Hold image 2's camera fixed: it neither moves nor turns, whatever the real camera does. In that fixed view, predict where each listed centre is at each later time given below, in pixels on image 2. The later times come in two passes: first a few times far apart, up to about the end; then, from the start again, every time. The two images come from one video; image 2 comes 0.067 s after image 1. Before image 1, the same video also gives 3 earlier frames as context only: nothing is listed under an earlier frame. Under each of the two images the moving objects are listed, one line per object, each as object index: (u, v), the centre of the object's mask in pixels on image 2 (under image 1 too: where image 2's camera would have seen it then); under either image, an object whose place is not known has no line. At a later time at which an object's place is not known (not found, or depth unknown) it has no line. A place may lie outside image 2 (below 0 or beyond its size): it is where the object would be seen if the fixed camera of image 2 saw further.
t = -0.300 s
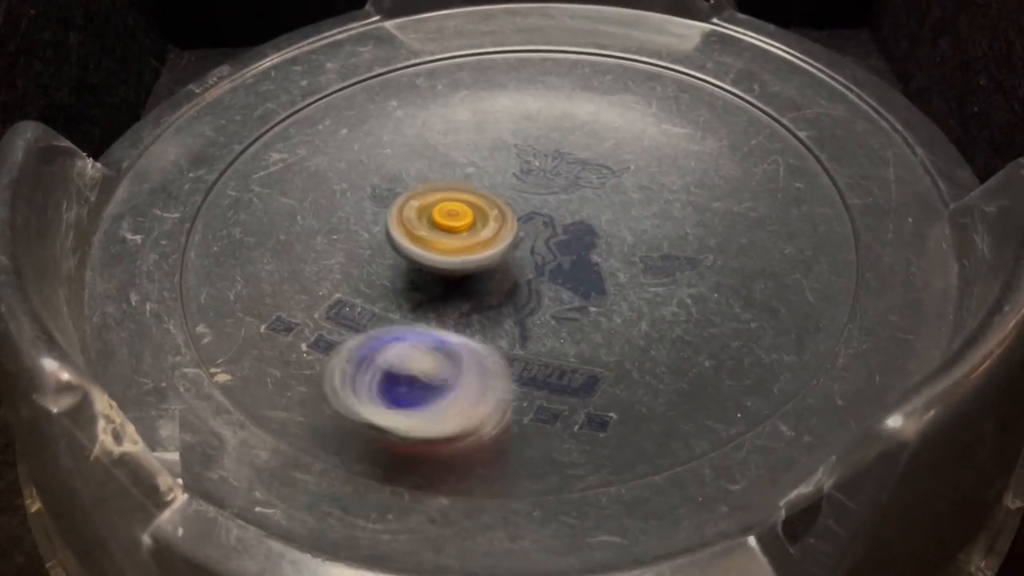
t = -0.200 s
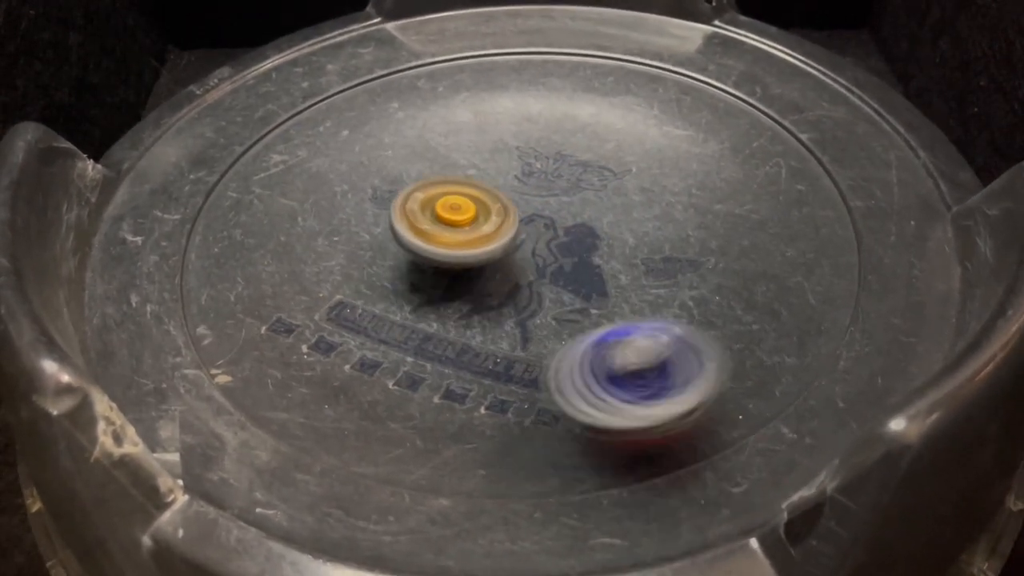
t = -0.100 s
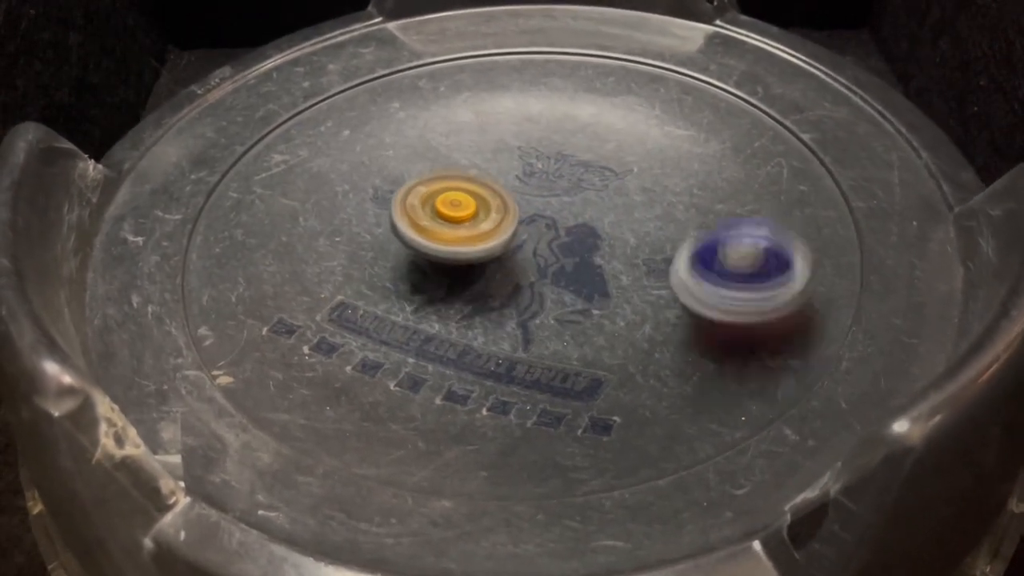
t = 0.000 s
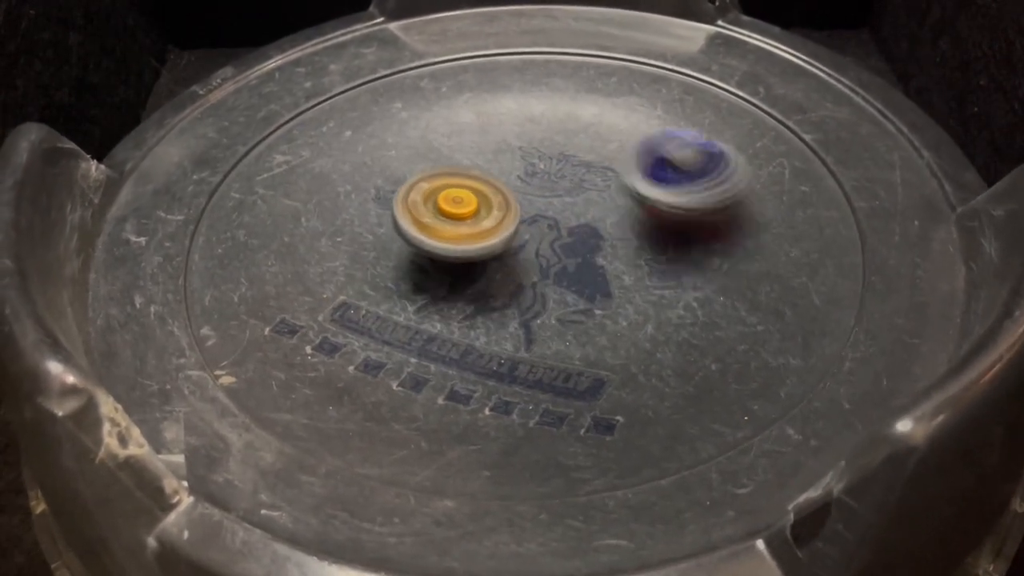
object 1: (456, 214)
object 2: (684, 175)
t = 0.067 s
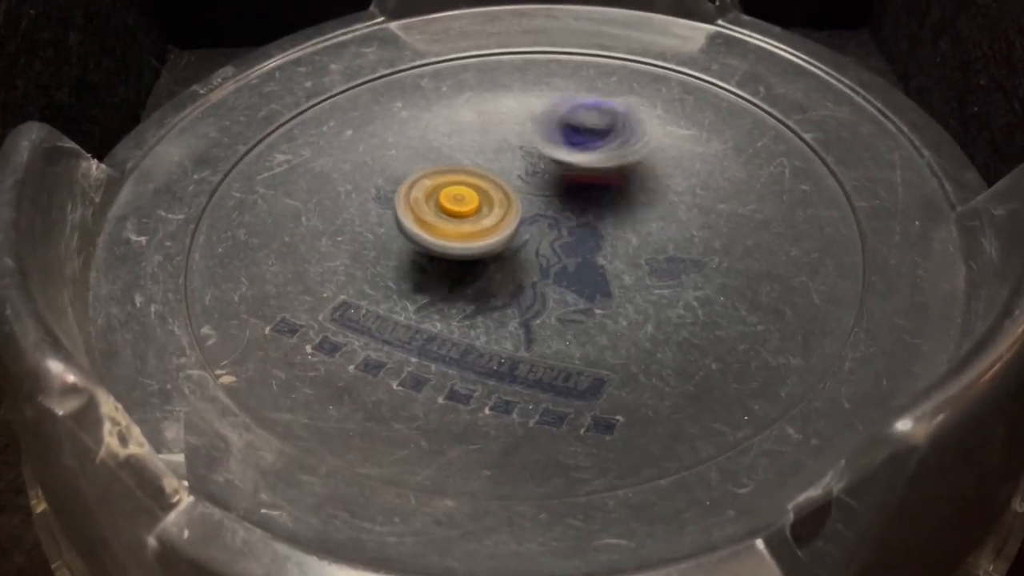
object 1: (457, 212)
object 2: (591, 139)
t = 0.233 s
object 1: (475, 225)
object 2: (333, 166)
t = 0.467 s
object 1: (509, 221)
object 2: (443, 362)
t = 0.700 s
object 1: (490, 179)
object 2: (658, 194)
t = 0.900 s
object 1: (421, 178)
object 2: (501, 119)
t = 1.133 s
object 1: (377, 307)
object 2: (448, 185)
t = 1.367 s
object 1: (492, 315)
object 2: (598, 200)
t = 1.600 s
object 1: (558, 284)
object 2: (582, 131)
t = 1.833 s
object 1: (595, 260)
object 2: (472, 222)
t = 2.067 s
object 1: (700, 242)
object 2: (504, 305)
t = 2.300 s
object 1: (697, 200)
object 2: (574, 278)
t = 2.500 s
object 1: (645, 187)
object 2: (486, 225)
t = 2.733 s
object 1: (589, 193)
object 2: (400, 274)
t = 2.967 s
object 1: (568, 184)
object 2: (521, 290)
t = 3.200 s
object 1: (558, 77)
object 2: (525, 284)
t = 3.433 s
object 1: (476, 90)
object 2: (512, 265)
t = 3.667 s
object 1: (436, 147)
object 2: (471, 253)
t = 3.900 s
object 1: (443, 19)
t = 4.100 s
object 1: (479, 119)
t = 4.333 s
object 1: (322, 160)
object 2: (705, 223)
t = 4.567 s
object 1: (244, 174)
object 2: (603, 178)
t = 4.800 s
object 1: (333, 249)
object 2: (480, 256)
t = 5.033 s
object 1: (363, 286)
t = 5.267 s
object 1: (443, 294)
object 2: (595, 248)
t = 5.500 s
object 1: (505, 280)
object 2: (451, 206)
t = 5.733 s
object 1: (542, 259)
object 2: (385, 264)
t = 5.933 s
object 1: (613, 231)
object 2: (477, 282)
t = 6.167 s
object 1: (651, 193)
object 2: (529, 210)
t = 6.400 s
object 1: (645, 176)
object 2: (490, 151)
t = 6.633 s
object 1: (618, 183)
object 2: (459, 195)
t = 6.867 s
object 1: (664, 185)
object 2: (486, 269)
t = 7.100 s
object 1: (636, 196)
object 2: (564, 283)
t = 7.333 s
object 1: (615, 192)
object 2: (542, 276)
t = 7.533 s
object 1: (616, 183)
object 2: (466, 277)
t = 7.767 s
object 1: (598, 172)
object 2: (401, 303)
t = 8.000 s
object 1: (550, 183)
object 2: (458, 265)
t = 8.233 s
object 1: (562, 152)
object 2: (435, 236)
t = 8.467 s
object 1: (542, 143)
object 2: (437, 233)
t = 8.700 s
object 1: (510, 145)
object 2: (485, 239)
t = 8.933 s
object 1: (495, 126)
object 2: (553, 251)
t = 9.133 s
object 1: (479, 145)
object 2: (582, 235)
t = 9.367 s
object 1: (453, 151)
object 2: (575, 229)
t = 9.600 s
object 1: (447, 175)
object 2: (537, 239)
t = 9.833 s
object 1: (438, 188)
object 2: (513, 267)
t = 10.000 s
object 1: (411, 138)
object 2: (548, 310)
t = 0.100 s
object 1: (459, 211)
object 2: (535, 133)
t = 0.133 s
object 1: (460, 209)
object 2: (479, 127)
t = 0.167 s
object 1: (462, 210)
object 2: (424, 131)
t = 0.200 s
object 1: (469, 219)
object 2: (374, 149)
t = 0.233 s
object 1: (475, 225)
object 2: (333, 166)
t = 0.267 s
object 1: (481, 229)
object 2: (301, 195)
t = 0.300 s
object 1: (486, 230)
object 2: (280, 229)
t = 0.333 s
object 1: (491, 230)
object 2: (280, 267)
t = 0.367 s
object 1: (495, 229)
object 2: (297, 299)
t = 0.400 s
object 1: (500, 225)
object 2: (332, 331)
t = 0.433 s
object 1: (504, 223)
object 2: (381, 353)
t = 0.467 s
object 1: (509, 221)
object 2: (443, 362)
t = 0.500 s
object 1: (514, 218)
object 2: (501, 358)
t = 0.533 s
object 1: (519, 216)
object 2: (550, 343)
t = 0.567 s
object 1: (522, 213)
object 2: (593, 317)
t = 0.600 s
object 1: (525, 212)
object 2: (621, 287)
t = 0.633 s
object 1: (521, 204)
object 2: (640, 257)
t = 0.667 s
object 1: (503, 190)
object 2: (658, 227)
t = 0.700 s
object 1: (490, 179)
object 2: (658, 194)
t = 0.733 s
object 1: (481, 171)
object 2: (641, 170)
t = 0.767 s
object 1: (476, 166)
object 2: (612, 149)
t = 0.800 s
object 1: (472, 164)
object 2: (580, 137)
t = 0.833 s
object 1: (451, 168)
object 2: (558, 125)
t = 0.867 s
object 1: (432, 174)
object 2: (530, 120)
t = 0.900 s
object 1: (421, 178)
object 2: (501, 119)
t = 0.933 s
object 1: (411, 189)
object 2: (471, 123)
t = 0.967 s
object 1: (402, 204)
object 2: (449, 133)
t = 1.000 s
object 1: (384, 228)
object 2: (443, 142)
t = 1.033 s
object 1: (370, 253)
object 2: (437, 151)
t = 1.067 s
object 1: (366, 275)
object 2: (437, 161)
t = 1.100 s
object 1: (367, 294)
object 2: (440, 174)
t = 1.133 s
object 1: (377, 307)
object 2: (448, 185)
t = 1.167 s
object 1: (392, 316)
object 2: (462, 196)
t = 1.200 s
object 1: (410, 321)
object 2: (481, 204)
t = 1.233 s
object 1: (427, 323)
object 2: (504, 211)
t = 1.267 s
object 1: (445, 323)
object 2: (530, 213)
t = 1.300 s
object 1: (462, 321)
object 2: (554, 213)
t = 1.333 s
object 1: (478, 318)
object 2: (579, 207)
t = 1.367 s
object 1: (492, 315)
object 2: (598, 200)
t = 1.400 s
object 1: (505, 311)
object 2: (615, 189)
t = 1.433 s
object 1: (516, 307)
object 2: (625, 174)
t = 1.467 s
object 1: (527, 302)
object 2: (629, 161)
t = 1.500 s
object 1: (536, 299)
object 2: (626, 148)
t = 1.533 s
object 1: (545, 294)
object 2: (614, 137)
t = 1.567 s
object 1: (552, 289)
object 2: (599, 132)
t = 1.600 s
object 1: (558, 284)
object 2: (582, 131)
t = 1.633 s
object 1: (562, 279)
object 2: (560, 132)
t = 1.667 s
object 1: (566, 273)
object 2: (538, 142)
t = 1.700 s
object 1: (569, 268)
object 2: (514, 155)
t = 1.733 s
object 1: (571, 263)
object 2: (497, 173)
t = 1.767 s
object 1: (573, 258)
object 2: (486, 191)
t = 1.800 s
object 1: (576, 255)
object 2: (480, 210)
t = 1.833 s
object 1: (595, 260)
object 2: (472, 222)
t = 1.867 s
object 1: (615, 268)
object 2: (467, 235)
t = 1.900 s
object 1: (629, 271)
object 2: (469, 248)
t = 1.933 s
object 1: (637, 271)
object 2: (479, 264)
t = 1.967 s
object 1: (640, 268)
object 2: (491, 276)
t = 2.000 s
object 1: (644, 262)
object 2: (504, 290)
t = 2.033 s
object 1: (676, 252)
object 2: (501, 298)
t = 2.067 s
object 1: (700, 242)
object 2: (504, 305)
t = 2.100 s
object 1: (712, 234)
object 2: (514, 309)
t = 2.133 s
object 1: (714, 226)
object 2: (530, 310)
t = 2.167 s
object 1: (714, 220)
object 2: (543, 310)
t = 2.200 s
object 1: (712, 214)
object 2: (556, 305)
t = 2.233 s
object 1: (708, 208)
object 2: (566, 297)
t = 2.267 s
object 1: (703, 204)
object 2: (571, 287)
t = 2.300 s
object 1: (697, 200)
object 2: (574, 278)
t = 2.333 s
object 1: (690, 196)
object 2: (569, 266)
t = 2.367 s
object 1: (682, 193)
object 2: (562, 254)
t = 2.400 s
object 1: (673, 190)
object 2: (546, 243)
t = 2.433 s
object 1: (664, 189)
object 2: (529, 233)
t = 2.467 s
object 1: (655, 187)
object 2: (508, 228)
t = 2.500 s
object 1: (645, 187)
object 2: (486, 225)
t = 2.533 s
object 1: (636, 186)
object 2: (464, 225)
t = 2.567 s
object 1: (627, 187)
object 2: (443, 227)
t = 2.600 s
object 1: (619, 187)
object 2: (425, 233)
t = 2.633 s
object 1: (610, 189)
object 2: (411, 241)
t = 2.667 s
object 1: (602, 190)
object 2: (400, 252)
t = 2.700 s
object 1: (595, 191)
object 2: (397, 262)
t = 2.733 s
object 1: (589, 193)
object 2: (400, 274)
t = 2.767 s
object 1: (582, 196)
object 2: (409, 284)
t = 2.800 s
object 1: (576, 198)
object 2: (426, 291)
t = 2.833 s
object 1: (570, 200)
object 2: (448, 296)
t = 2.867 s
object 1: (565, 203)
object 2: (472, 296)
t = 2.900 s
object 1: (560, 204)
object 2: (497, 292)
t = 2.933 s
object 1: (565, 195)
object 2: (509, 294)
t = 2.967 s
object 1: (568, 184)
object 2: (521, 290)
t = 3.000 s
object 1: (568, 177)
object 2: (534, 283)
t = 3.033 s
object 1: (565, 174)
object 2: (541, 274)
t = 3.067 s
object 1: (561, 169)
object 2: (545, 267)
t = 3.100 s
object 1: (565, 138)
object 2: (536, 277)
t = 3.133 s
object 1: (565, 111)
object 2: (531, 282)
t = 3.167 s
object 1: (563, 91)
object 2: (528, 284)
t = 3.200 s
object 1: (558, 77)
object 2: (525, 284)
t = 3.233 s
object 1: (548, 69)
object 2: (524, 282)
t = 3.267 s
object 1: (538, 67)
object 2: (525, 279)
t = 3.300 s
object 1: (525, 69)
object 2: (525, 277)
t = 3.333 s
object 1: (513, 72)
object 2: (526, 274)
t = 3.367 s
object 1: (500, 77)
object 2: (523, 272)
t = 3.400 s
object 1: (488, 83)
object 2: (517, 268)
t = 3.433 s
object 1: (476, 90)
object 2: (512, 265)
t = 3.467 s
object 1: (467, 97)
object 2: (507, 264)
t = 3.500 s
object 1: (458, 105)
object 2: (500, 261)
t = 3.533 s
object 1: (451, 112)
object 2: (493, 259)
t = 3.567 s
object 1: (446, 121)
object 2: (487, 257)
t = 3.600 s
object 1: (442, 130)
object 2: (481, 255)
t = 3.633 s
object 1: (438, 138)
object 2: (476, 254)
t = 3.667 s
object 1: (436, 147)
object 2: (471, 253)
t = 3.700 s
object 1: (435, 154)
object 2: (467, 252)
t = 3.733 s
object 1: (435, 157)
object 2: (466, 252)
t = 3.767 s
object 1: (433, 119)
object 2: (470, 290)
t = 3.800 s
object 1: (432, 74)
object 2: (480, 324)
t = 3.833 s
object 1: (434, 36)
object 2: (492, 346)
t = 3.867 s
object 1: (437, 19)
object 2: (512, 358)
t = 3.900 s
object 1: (443, 19)
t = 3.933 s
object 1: (450, 26)
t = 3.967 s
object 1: (456, 36)
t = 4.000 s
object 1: (463, 55)
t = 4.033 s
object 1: (469, 75)
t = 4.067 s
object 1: (474, 97)
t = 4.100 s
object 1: (479, 119)
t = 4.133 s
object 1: (484, 141)
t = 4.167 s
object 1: (490, 165)
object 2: (657, 270)
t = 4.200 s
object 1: (495, 183)
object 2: (644, 253)
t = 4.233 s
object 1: (501, 200)
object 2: (627, 239)
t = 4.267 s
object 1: (443, 194)
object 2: (661, 235)
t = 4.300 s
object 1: (378, 177)
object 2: (690, 230)
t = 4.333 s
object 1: (322, 160)
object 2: (705, 223)
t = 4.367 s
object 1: (277, 144)
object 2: (710, 214)
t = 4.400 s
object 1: (245, 137)
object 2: (707, 205)
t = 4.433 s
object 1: (226, 133)
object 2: (695, 190)
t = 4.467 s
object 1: (220, 138)
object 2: (680, 181)
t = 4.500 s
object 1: (222, 149)
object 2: (657, 176)
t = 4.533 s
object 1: (231, 161)
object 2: (633, 176)
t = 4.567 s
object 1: (244, 174)
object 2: (603, 178)
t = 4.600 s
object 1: (258, 187)
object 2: (575, 184)
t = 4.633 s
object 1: (275, 200)
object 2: (549, 191)
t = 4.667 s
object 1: (294, 212)
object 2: (524, 201)
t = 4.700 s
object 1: (317, 224)
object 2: (504, 214)
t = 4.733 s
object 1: (340, 233)
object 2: (483, 227)
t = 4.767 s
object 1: (352, 240)
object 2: (476, 241)
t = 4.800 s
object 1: (333, 249)
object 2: (480, 256)
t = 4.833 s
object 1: (324, 255)
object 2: (484, 271)
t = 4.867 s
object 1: (321, 261)
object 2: (489, 284)
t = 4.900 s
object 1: (325, 267)
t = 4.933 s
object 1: (332, 273)
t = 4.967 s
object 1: (341, 278)
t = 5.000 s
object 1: (352, 282)
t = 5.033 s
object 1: (363, 286)
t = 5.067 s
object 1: (375, 289)
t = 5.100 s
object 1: (387, 291)
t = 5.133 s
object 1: (399, 293)
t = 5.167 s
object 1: (410, 294)
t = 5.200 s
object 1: (422, 294)
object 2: (612, 275)
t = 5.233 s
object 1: (433, 294)
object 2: (606, 262)
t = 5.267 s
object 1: (443, 294)
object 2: (595, 248)
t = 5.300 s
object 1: (454, 293)
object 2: (580, 236)
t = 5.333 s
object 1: (464, 292)
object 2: (562, 227)
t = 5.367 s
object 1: (473, 290)
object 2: (544, 217)
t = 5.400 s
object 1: (482, 288)
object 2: (523, 208)
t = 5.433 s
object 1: (490, 286)
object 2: (499, 204)
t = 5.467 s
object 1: (498, 284)
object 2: (472, 204)
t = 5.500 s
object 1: (505, 280)
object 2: (451, 206)
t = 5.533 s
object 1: (511, 277)
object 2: (431, 211)
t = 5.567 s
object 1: (517, 275)
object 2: (415, 218)
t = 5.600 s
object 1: (523, 271)
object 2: (402, 225)
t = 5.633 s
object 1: (528, 269)
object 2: (390, 234)
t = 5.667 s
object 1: (534, 265)
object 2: (382, 243)
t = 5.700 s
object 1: (538, 263)
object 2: (380, 254)
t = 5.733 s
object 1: (542, 259)
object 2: (385, 264)
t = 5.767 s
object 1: (546, 257)
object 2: (394, 274)
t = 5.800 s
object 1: (549, 254)
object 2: (408, 282)
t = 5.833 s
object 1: (554, 249)
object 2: (426, 287)
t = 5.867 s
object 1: (576, 244)
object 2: (439, 289)
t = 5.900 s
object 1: (598, 236)
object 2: (457, 286)
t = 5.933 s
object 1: (613, 231)
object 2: (477, 282)
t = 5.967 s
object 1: (621, 226)
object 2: (494, 273)
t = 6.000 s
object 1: (629, 220)
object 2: (507, 263)
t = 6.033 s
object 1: (640, 214)
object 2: (513, 256)
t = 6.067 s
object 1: (646, 208)
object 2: (519, 246)
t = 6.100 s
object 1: (648, 202)
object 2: (526, 235)
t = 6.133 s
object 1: (651, 198)
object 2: (528, 221)
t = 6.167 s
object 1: (651, 193)
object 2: (529, 210)
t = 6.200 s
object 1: (651, 190)
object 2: (528, 198)
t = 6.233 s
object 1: (651, 186)
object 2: (528, 187)
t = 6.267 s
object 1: (651, 182)
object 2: (524, 176)
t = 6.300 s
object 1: (651, 180)
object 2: (518, 167)
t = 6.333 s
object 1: (649, 178)
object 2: (510, 159)
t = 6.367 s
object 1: (648, 176)
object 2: (500, 154)
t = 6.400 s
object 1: (645, 176)
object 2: (490, 151)
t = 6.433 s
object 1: (642, 175)
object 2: (479, 152)
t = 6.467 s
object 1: (638, 176)
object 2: (471, 156)
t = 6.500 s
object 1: (633, 177)
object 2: (463, 160)
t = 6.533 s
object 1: (629, 178)
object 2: (459, 168)
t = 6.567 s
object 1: (626, 179)
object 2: (456, 177)
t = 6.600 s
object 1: (622, 181)
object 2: (456, 185)
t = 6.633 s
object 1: (618, 183)
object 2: (459, 195)
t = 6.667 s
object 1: (614, 185)
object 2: (466, 205)
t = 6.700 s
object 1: (610, 187)
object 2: (473, 215)
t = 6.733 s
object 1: (607, 189)
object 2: (484, 227)
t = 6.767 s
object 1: (630, 186)
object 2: (478, 238)
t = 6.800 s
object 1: (651, 185)
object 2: (477, 249)
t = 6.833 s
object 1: (662, 184)
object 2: (480, 259)
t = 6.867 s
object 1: (664, 185)
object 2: (486, 269)
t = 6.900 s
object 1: (664, 186)
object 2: (492, 276)
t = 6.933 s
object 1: (661, 187)
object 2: (503, 284)
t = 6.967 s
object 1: (657, 188)
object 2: (516, 288)
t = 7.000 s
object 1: (653, 190)
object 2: (529, 290)
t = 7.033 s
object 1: (648, 192)
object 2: (541, 290)
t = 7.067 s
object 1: (641, 194)
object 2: (553, 288)
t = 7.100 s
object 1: (636, 196)
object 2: (564, 283)
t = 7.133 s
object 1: (634, 194)
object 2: (569, 282)
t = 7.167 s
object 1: (633, 192)
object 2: (570, 281)
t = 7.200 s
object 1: (630, 191)
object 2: (568, 281)
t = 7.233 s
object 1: (626, 191)
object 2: (564, 279)
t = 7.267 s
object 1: (624, 190)
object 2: (558, 279)
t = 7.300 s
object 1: (619, 191)
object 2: (551, 277)
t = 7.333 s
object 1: (615, 192)
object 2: (542, 276)
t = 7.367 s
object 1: (612, 191)
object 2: (533, 276)
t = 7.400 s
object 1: (608, 193)
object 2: (524, 275)
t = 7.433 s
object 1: (602, 195)
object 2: (514, 273)
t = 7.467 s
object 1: (596, 198)
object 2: (505, 270)
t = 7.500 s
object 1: (598, 195)
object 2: (489, 271)
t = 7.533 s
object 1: (616, 183)
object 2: (466, 277)
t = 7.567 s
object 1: (626, 174)
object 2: (445, 282)
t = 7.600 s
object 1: (629, 170)
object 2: (430, 286)
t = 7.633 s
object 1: (626, 169)
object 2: (418, 291)
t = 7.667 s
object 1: (619, 169)
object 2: (410, 295)
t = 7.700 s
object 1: (612, 170)
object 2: (405, 300)
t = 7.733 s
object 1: (606, 171)
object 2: (401, 302)
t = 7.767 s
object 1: (598, 172)
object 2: (401, 303)
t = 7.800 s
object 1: (591, 173)
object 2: (405, 302)
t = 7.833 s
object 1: (582, 175)
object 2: (413, 300)
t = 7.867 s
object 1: (576, 176)
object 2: (421, 296)
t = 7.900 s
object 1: (570, 178)
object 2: (429, 291)
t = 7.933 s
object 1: (563, 180)
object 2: (439, 283)
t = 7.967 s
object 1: (557, 181)
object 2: (450, 275)
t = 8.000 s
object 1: (550, 183)
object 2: (458, 265)
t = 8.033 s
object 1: (550, 181)
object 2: (460, 258)
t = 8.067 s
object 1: (563, 169)
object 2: (449, 254)
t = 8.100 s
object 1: (574, 159)
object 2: (443, 250)
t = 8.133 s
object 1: (578, 154)
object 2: (438, 246)
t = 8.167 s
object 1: (575, 152)
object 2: (435, 242)
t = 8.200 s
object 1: (569, 153)
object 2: (435, 239)
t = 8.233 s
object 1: (562, 152)
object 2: (435, 236)
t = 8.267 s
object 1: (555, 152)
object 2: (437, 234)
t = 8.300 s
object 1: (548, 152)
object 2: (440, 232)
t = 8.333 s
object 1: (542, 153)
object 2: (443, 229)
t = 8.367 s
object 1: (535, 153)
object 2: (446, 227)
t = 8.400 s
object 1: (534, 151)
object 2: (447, 226)
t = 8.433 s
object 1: (540, 145)
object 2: (440, 230)
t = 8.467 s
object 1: (542, 143)
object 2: (437, 233)
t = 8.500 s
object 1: (539, 143)
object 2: (439, 236)
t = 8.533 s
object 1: (533, 142)
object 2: (442, 237)
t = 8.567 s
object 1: (528, 143)
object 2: (447, 239)
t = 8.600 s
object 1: (523, 143)
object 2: (456, 239)
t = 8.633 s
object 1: (518, 144)
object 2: (464, 241)
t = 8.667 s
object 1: (514, 144)
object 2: (474, 240)
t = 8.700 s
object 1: (510, 145)
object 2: (485, 239)
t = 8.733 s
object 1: (506, 146)
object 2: (493, 238)
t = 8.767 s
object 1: (505, 135)
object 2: (504, 244)
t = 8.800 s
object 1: (506, 126)
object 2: (515, 249)
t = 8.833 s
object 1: (505, 123)
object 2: (523, 252)
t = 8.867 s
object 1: (503, 123)
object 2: (534, 252)
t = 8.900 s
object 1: (499, 124)
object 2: (542, 252)
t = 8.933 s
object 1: (495, 126)
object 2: (553, 251)
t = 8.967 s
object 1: (492, 128)
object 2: (562, 249)
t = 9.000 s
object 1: (488, 131)
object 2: (567, 247)
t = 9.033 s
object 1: (485, 135)
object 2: (573, 244)
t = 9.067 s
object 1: (484, 137)
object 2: (577, 241)
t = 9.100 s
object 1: (481, 141)
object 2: (580, 238)
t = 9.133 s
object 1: (479, 145)
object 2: (582, 235)
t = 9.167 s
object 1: (478, 150)
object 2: (580, 233)
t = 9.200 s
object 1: (478, 154)
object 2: (579, 229)
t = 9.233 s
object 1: (478, 158)
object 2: (575, 227)
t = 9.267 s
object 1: (479, 162)
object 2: (572, 226)
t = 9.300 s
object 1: (468, 157)
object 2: (575, 226)
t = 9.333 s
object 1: (459, 152)
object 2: (575, 228)
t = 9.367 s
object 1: (453, 151)
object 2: (575, 229)
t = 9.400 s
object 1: (451, 153)
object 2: (572, 230)
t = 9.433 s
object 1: (449, 157)
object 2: (569, 232)
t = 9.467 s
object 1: (448, 159)
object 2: (564, 233)
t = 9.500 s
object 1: (448, 163)
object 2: (558, 235)
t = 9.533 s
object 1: (447, 167)
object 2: (552, 235)
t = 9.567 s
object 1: (447, 172)
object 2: (543, 237)
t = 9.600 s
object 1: (447, 175)
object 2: (537, 239)
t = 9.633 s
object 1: (441, 172)
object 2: (533, 245)
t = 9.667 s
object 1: (437, 172)
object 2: (530, 249)
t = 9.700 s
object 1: (436, 175)
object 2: (526, 253)
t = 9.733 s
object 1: (436, 178)
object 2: (523, 258)
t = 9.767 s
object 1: (436, 181)
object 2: (519, 261)
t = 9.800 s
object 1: (437, 185)
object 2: (516, 264)
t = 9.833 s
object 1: (438, 188)
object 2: (513, 267)
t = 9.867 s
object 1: (439, 191)
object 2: (510, 269)
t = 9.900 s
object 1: (437, 188)
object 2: (515, 277)
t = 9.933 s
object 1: (422, 166)
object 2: (528, 294)
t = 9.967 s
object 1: (414, 149)
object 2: (541, 304)
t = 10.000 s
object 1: (411, 138)
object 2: (548, 310)
